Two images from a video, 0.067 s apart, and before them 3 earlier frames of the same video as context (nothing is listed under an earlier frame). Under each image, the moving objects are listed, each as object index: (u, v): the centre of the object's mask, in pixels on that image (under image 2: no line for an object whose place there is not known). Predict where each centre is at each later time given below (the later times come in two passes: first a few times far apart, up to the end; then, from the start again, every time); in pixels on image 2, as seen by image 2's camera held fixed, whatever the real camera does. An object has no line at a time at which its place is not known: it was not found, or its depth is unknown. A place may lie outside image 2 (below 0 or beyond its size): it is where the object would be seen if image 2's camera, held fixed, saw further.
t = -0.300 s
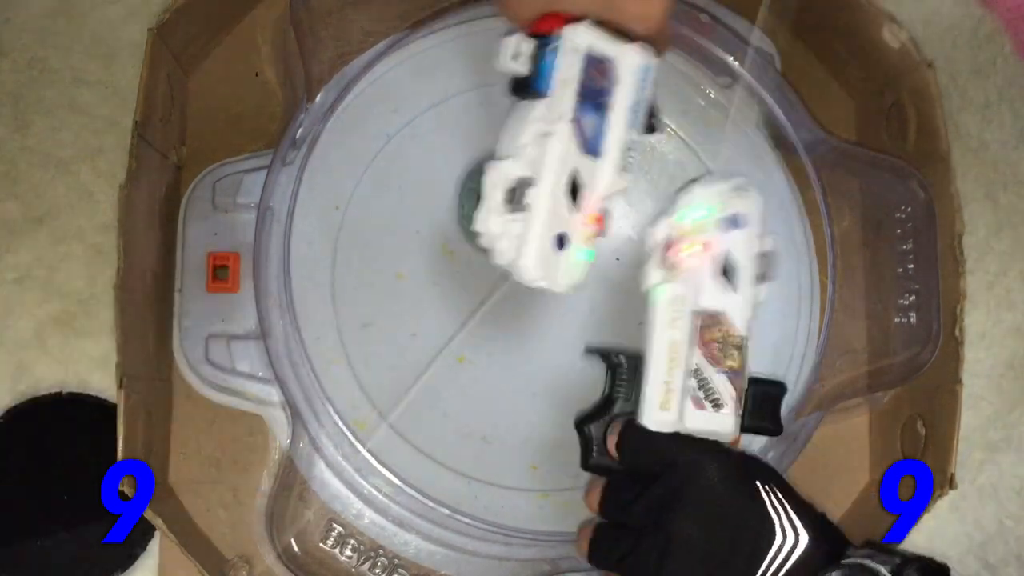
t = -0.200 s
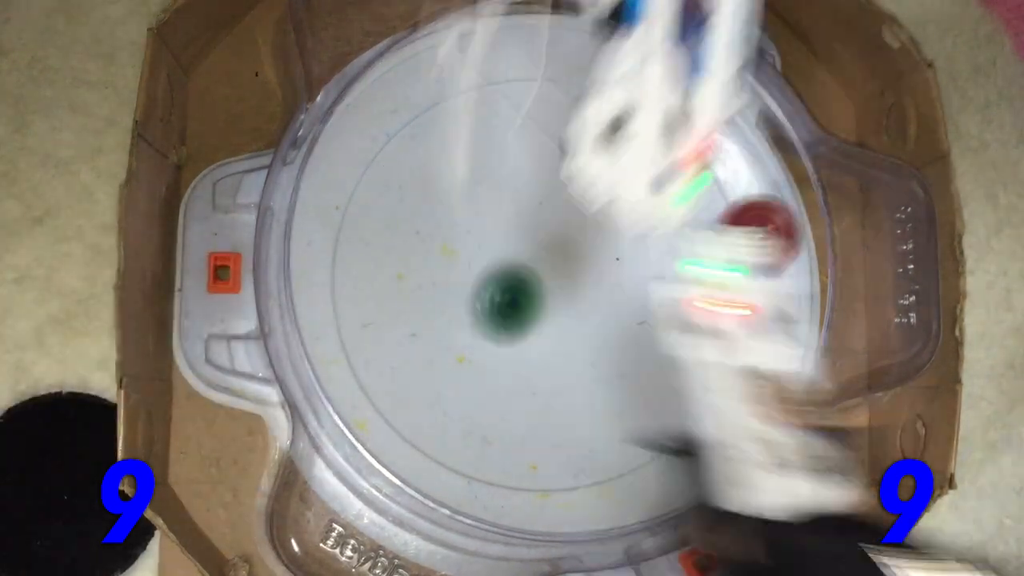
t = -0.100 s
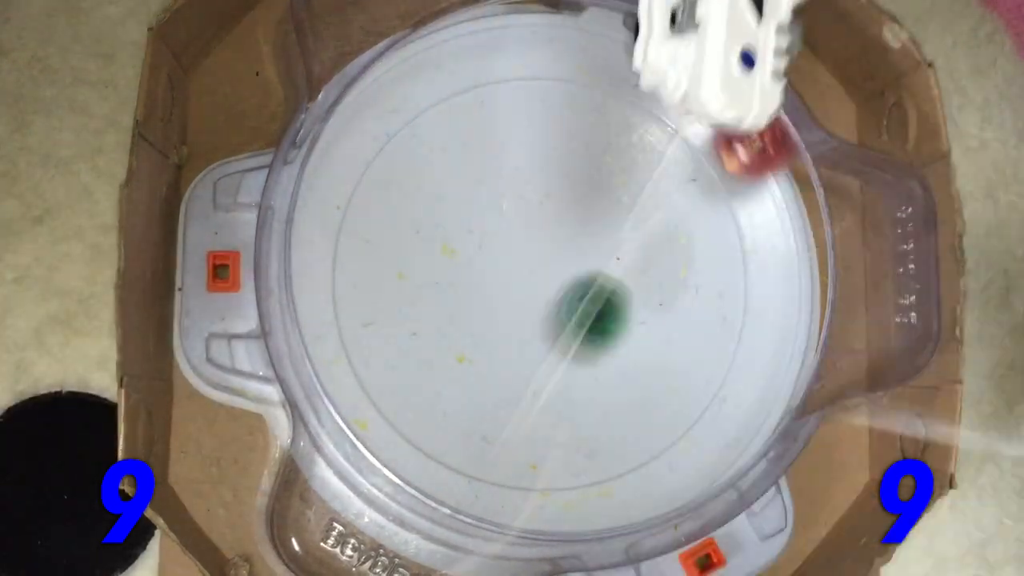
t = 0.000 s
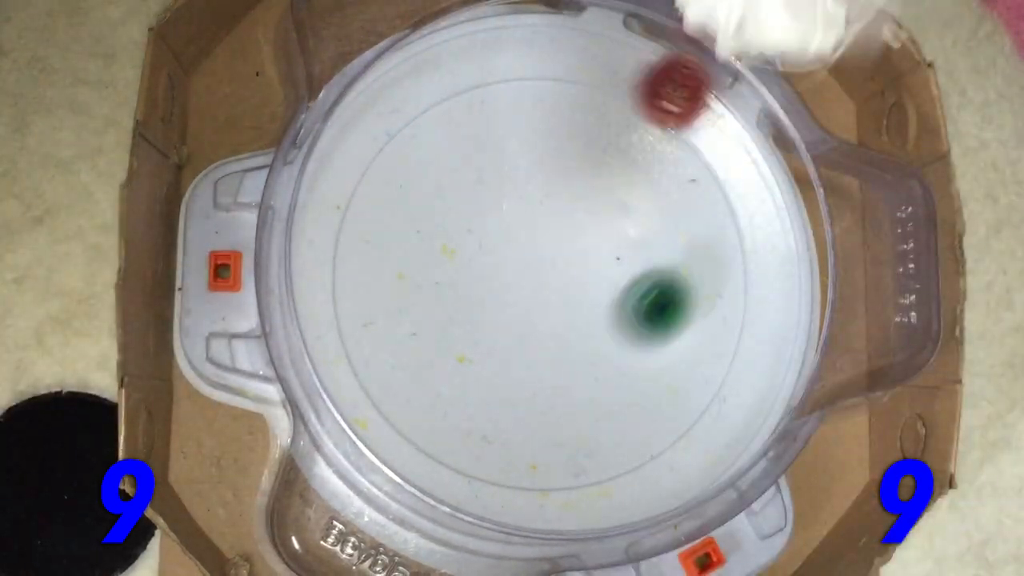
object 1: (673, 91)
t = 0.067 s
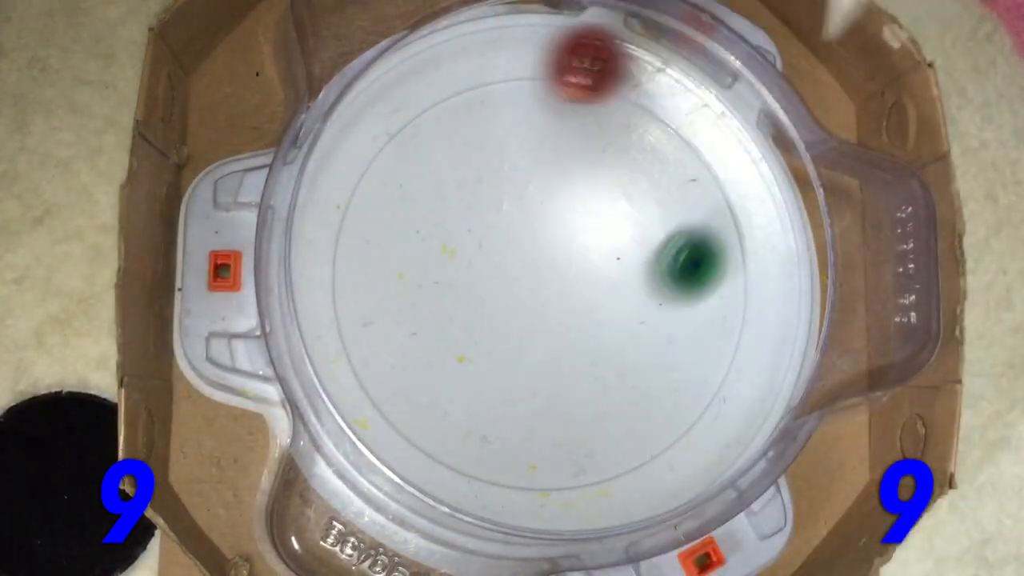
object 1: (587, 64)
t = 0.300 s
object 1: (327, 288)
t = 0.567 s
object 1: (715, 390)
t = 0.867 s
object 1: (546, 194)
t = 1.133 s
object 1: (544, 403)
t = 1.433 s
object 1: (684, 141)
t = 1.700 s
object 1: (357, 277)
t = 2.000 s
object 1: (777, 367)
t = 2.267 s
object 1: (538, 104)
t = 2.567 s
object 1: (580, 472)
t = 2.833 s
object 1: (553, 74)
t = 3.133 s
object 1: (636, 458)
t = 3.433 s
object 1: (517, 89)
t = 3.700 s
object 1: (419, 294)
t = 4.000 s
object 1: (639, 277)
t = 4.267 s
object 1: (636, 176)
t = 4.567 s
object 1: (556, 205)
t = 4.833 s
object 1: (540, 273)
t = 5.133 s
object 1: (562, 331)
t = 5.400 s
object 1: (584, 339)
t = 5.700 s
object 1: (573, 312)
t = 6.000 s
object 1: (531, 288)
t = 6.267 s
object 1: (502, 280)
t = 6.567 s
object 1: (500, 275)
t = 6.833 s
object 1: (516, 260)
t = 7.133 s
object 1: (538, 238)
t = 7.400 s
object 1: (551, 231)
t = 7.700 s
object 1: (564, 241)
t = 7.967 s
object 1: (574, 261)
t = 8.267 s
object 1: (579, 285)
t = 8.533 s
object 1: (576, 302)
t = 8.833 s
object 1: (562, 310)
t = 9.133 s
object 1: (545, 306)
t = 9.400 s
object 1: (529, 289)
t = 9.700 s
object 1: (519, 268)
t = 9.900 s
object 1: (519, 258)
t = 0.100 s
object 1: (535, 62)
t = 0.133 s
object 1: (482, 66)
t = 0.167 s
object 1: (428, 82)
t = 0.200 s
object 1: (375, 112)
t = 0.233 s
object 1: (342, 158)
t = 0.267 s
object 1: (329, 219)
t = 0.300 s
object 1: (327, 288)
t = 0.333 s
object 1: (334, 358)
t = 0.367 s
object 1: (355, 428)
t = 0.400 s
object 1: (394, 488)
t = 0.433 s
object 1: (468, 520)
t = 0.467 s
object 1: (549, 517)
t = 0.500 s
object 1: (608, 478)
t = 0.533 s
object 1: (664, 436)
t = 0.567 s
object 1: (715, 390)
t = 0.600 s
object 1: (737, 323)
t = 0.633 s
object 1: (744, 247)
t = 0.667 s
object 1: (706, 176)
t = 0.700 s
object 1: (681, 148)
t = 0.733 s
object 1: (656, 153)
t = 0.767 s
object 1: (627, 158)
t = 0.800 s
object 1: (599, 166)
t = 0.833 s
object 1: (572, 178)
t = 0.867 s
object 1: (546, 194)
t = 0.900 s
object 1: (525, 213)
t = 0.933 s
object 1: (508, 235)
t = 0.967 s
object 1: (496, 258)
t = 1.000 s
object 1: (489, 283)
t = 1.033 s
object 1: (490, 313)
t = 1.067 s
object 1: (498, 344)
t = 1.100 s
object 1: (518, 375)
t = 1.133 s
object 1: (544, 403)
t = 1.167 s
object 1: (585, 411)
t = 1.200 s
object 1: (635, 396)
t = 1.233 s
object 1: (678, 381)
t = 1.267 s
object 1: (718, 360)
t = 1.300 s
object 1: (741, 329)
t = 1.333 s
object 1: (733, 272)
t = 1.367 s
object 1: (721, 222)
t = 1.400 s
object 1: (705, 181)
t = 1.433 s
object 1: (684, 141)
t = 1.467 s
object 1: (646, 114)
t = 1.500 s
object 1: (599, 96)
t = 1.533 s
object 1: (553, 89)
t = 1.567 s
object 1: (504, 95)
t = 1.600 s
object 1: (454, 117)
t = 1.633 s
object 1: (412, 155)
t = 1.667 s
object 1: (377, 212)
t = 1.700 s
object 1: (357, 277)
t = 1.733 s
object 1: (354, 348)
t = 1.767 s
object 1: (393, 413)
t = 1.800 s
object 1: (464, 471)
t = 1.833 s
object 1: (534, 515)
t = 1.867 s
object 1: (600, 504)
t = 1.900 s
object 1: (655, 480)
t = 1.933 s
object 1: (706, 447)
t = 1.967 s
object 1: (747, 408)
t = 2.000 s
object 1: (777, 367)
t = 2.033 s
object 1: (797, 319)
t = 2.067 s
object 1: (794, 260)
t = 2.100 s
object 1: (783, 204)
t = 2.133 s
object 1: (750, 168)
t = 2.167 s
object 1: (699, 149)
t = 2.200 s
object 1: (647, 129)
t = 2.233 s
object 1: (593, 112)
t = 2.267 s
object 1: (538, 104)
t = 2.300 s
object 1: (480, 109)
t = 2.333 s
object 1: (426, 128)
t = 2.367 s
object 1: (373, 161)
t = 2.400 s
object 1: (349, 227)
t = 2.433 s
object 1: (348, 303)
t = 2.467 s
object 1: (374, 375)
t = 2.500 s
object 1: (427, 434)
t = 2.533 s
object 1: (499, 469)
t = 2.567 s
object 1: (580, 472)
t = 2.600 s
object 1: (658, 443)
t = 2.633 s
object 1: (708, 394)
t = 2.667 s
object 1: (740, 328)
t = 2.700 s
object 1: (746, 263)
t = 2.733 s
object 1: (725, 195)
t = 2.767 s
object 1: (684, 136)
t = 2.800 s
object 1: (624, 92)
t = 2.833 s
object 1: (553, 74)
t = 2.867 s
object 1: (478, 85)
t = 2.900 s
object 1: (406, 128)
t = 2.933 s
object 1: (360, 197)
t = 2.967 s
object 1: (345, 280)
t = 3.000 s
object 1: (368, 362)
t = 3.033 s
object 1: (419, 427)
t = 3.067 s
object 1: (490, 467)
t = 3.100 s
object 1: (567, 475)
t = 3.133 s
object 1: (636, 458)
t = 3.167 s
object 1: (695, 415)
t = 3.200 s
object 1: (733, 358)
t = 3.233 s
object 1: (748, 291)
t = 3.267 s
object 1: (740, 228)
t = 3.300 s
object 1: (710, 167)
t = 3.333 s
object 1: (659, 114)
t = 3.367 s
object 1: (602, 89)
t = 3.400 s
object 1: (556, 85)
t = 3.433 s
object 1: (517, 89)
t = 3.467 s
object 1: (483, 98)
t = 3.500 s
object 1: (454, 112)
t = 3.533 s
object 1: (430, 134)
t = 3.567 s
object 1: (413, 161)
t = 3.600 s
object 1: (402, 191)
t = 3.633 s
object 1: (400, 224)
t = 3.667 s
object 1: (406, 259)
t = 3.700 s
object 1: (419, 294)
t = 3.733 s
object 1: (440, 328)
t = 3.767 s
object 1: (464, 354)
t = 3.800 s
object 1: (495, 377)
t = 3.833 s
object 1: (525, 367)
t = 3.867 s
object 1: (550, 348)
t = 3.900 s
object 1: (576, 327)
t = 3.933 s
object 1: (601, 309)
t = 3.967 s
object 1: (624, 292)
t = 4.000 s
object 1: (639, 277)
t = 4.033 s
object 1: (650, 261)
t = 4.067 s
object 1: (657, 244)
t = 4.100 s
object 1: (661, 228)
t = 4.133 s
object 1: (660, 214)
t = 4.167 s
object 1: (657, 200)
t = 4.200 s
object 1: (652, 189)
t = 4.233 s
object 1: (644, 182)
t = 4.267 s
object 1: (636, 176)
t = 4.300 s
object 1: (625, 172)
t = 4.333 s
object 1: (616, 172)
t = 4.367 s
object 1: (606, 172)
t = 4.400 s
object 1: (596, 175)
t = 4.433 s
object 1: (588, 179)
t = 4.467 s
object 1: (579, 183)
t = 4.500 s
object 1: (570, 190)
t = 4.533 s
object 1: (563, 197)
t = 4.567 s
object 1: (556, 205)
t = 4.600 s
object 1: (552, 212)
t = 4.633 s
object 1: (548, 220)
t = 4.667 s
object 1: (544, 229)
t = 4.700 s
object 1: (542, 237)
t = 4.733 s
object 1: (540, 247)
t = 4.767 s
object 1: (539, 255)
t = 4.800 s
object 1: (539, 264)
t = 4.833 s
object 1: (540, 273)
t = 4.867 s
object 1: (540, 281)
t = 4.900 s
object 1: (542, 289)
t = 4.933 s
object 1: (544, 297)
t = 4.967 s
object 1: (546, 304)
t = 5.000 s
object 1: (549, 311)
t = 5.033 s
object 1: (552, 316)
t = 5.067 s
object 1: (555, 322)
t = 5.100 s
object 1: (558, 327)
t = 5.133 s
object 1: (562, 331)
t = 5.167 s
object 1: (565, 334)
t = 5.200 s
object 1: (568, 336)
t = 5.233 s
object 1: (572, 338)
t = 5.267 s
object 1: (575, 339)
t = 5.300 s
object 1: (578, 339)
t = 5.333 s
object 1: (580, 340)
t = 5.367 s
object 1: (582, 340)
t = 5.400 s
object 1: (584, 339)
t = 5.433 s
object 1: (585, 338)
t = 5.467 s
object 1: (586, 336)
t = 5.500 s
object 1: (586, 335)
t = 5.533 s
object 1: (586, 332)
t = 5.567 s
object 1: (585, 328)
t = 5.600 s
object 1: (583, 325)
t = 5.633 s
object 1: (580, 320)
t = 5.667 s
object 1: (577, 315)
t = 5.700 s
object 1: (573, 312)
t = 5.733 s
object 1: (568, 308)
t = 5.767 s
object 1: (563, 305)
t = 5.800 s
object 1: (558, 302)
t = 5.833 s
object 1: (553, 299)
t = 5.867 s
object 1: (549, 297)
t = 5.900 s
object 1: (544, 295)
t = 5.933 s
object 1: (539, 292)
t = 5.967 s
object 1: (535, 290)
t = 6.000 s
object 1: (531, 288)
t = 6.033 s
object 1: (526, 286)
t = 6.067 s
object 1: (522, 285)
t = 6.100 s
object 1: (518, 283)
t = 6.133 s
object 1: (514, 283)
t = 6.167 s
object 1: (511, 282)
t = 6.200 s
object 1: (507, 281)
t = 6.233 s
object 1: (505, 280)
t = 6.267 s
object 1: (502, 280)
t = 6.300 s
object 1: (500, 280)
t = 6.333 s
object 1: (498, 279)
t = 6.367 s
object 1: (498, 278)
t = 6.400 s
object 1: (498, 279)
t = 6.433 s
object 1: (498, 278)
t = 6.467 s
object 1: (498, 278)
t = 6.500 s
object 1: (498, 277)
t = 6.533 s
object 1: (499, 276)
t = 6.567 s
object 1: (500, 275)
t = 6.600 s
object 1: (501, 273)
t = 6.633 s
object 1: (503, 272)
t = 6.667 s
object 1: (505, 270)
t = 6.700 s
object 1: (507, 269)
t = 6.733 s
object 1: (509, 266)
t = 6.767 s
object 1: (511, 265)
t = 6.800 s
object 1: (514, 262)
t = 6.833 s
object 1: (516, 260)
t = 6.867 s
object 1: (519, 258)
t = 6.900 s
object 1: (521, 256)
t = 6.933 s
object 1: (524, 253)
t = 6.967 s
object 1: (526, 251)
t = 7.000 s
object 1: (529, 248)
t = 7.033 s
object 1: (531, 245)
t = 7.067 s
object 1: (534, 243)
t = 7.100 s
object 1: (536, 240)
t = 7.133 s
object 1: (538, 238)
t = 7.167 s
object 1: (540, 237)
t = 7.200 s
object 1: (542, 235)
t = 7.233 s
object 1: (543, 234)
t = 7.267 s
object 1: (545, 233)
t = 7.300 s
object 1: (547, 232)
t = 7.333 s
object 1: (548, 231)
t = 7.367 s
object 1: (549, 231)
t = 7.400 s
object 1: (551, 231)
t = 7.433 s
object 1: (553, 232)
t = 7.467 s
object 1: (554, 232)
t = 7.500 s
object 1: (556, 232)
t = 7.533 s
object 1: (557, 233)
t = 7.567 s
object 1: (558, 234)
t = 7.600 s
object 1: (560, 236)
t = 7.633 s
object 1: (561, 237)
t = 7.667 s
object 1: (563, 239)
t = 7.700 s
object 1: (564, 241)
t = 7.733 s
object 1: (566, 243)
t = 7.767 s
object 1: (567, 245)
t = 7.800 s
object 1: (568, 247)
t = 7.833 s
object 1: (569, 250)
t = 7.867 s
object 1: (571, 252)
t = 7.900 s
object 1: (572, 255)
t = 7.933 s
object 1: (573, 258)
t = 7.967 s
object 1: (574, 261)
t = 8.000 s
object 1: (575, 263)
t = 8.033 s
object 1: (575, 266)
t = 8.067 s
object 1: (576, 269)
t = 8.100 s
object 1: (577, 272)
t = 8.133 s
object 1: (577, 274)
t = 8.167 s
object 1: (578, 277)
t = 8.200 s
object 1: (578, 279)
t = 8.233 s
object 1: (579, 282)
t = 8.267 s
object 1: (579, 285)
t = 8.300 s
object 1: (579, 288)
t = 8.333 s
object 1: (579, 290)
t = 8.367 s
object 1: (579, 292)
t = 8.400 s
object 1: (578, 295)
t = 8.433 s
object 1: (578, 297)
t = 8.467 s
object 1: (577, 299)
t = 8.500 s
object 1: (577, 300)
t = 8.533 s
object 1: (576, 302)
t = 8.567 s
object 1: (574, 304)
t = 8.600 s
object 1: (573, 305)
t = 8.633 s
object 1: (572, 306)
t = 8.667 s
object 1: (571, 307)
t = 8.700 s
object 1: (569, 307)
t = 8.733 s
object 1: (567, 308)
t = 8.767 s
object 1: (565, 310)
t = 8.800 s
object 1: (564, 310)
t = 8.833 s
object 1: (562, 310)
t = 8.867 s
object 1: (560, 311)
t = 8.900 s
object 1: (558, 311)
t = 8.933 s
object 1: (557, 311)
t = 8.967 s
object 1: (554, 311)
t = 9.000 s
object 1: (553, 310)
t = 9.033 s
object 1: (551, 310)
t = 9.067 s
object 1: (548, 308)
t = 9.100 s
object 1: (546, 307)
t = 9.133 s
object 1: (545, 306)
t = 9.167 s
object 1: (542, 304)
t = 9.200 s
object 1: (540, 302)
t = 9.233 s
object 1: (539, 300)
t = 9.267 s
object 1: (536, 298)
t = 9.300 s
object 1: (535, 296)
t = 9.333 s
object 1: (533, 294)
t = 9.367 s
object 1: (530, 292)
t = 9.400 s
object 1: (529, 289)
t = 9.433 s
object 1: (528, 287)
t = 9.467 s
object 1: (526, 285)
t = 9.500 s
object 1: (525, 282)
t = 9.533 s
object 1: (523, 279)
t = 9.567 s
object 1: (522, 277)
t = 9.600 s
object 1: (521, 275)
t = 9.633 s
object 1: (520, 273)
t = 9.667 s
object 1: (519, 270)
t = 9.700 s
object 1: (519, 268)
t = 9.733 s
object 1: (519, 267)
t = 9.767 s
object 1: (518, 265)
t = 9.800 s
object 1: (519, 263)
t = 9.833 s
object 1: (519, 262)
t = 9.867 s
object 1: (519, 260)
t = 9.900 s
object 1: (519, 258)
